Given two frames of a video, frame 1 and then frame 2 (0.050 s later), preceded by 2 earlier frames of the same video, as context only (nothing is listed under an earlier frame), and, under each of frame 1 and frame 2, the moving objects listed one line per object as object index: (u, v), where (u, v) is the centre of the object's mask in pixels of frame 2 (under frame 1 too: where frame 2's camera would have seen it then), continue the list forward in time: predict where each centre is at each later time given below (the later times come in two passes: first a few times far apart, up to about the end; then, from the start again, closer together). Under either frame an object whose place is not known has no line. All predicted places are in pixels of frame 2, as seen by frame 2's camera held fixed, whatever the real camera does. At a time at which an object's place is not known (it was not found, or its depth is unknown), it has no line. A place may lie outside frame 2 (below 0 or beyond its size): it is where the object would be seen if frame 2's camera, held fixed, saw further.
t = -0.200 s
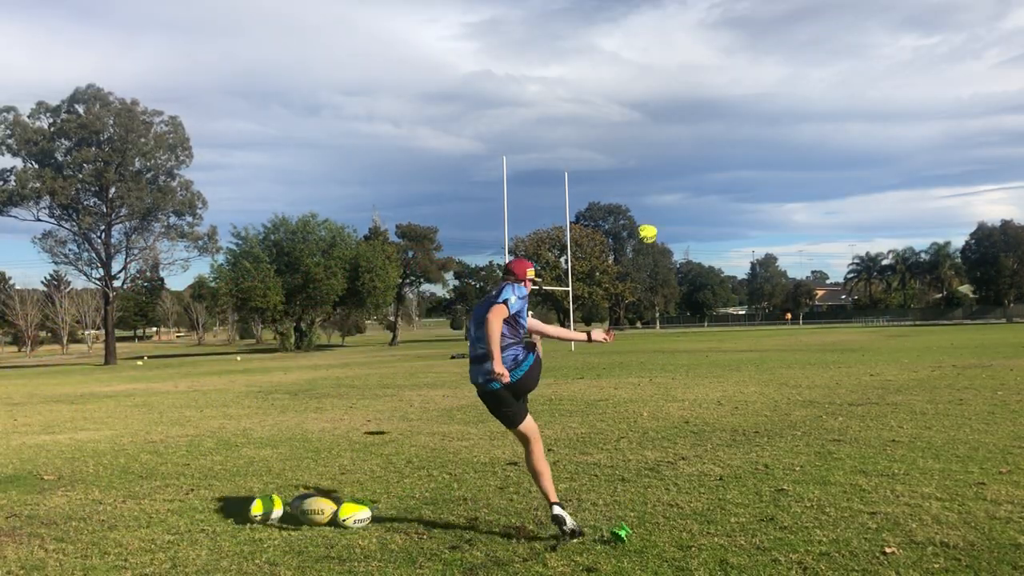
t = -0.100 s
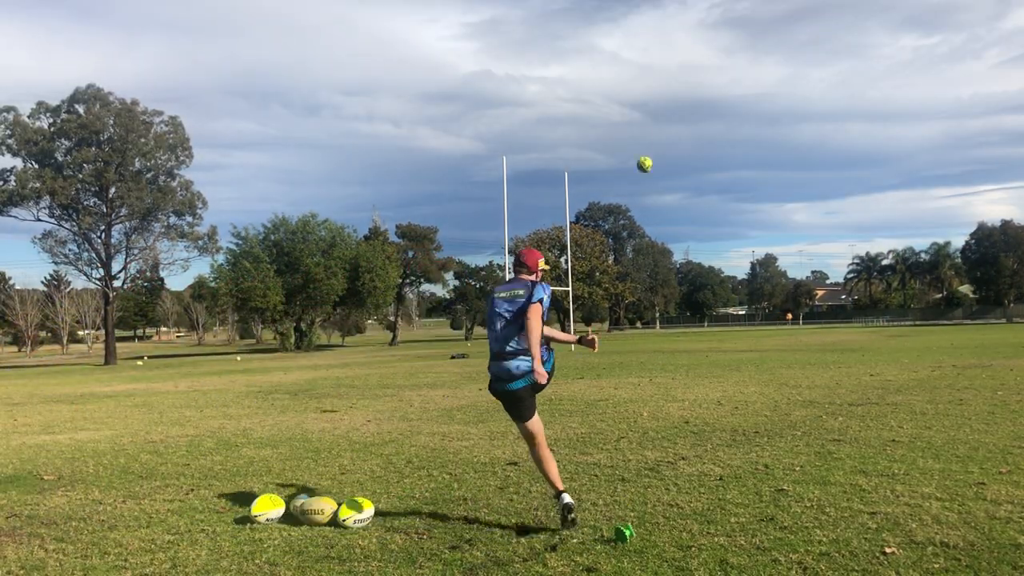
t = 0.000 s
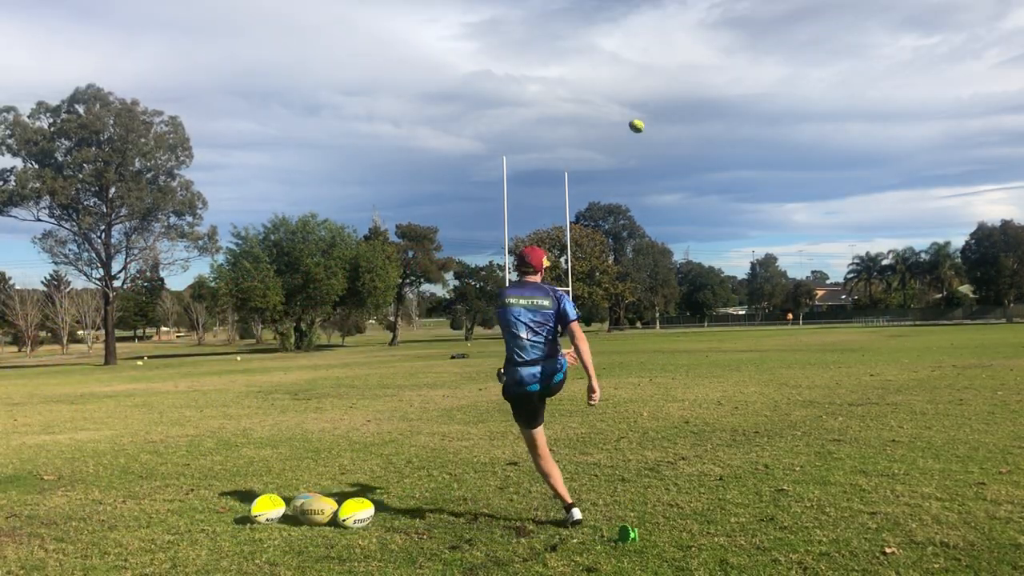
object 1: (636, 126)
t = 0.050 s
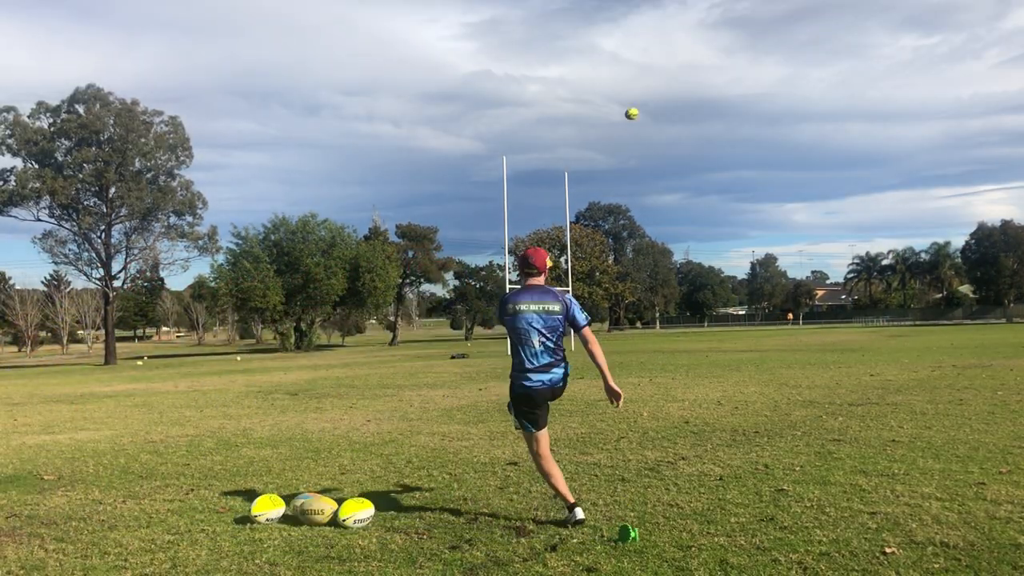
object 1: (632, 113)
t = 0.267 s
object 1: (607, 90)
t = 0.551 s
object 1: (575, 93)
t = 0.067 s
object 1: (630, 110)
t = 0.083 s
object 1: (628, 107)
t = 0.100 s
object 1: (626, 104)
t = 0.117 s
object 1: (624, 102)
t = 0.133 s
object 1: (622, 100)
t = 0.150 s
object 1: (621, 98)
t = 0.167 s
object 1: (618, 96)
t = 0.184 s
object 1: (617, 95)
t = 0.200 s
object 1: (615, 93)
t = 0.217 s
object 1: (613, 92)
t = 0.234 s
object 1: (611, 91)
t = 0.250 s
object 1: (609, 90)
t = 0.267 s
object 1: (607, 90)
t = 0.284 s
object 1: (605, 89)
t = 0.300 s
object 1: (603, 88)
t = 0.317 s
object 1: (602, 88)
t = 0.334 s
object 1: (600, 88)
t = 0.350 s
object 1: (598, 87)
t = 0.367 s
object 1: (596, 87)
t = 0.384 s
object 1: (594, 88)
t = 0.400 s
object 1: (592, 88)
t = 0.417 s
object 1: (590, 88)
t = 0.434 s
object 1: (588, 88)
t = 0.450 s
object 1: (586, 89)
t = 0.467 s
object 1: (585, 89)
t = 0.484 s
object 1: (583, 90)
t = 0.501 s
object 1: (581, 90)
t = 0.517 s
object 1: (579, 91)
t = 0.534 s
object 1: (577, 92)
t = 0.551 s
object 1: (575, 93)
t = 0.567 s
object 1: (573, 93)
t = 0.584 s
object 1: (571, 95)
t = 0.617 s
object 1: (568, 97)
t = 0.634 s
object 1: (566, 98)
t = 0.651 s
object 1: (564, 99)
